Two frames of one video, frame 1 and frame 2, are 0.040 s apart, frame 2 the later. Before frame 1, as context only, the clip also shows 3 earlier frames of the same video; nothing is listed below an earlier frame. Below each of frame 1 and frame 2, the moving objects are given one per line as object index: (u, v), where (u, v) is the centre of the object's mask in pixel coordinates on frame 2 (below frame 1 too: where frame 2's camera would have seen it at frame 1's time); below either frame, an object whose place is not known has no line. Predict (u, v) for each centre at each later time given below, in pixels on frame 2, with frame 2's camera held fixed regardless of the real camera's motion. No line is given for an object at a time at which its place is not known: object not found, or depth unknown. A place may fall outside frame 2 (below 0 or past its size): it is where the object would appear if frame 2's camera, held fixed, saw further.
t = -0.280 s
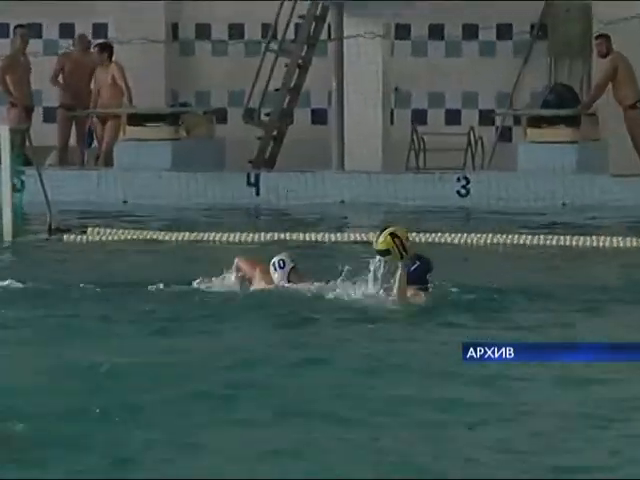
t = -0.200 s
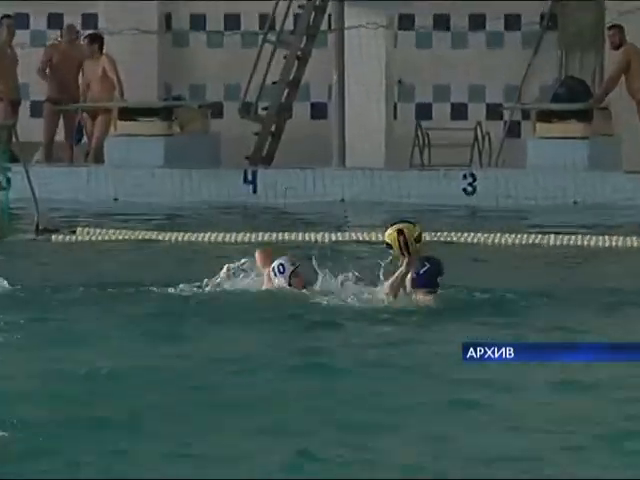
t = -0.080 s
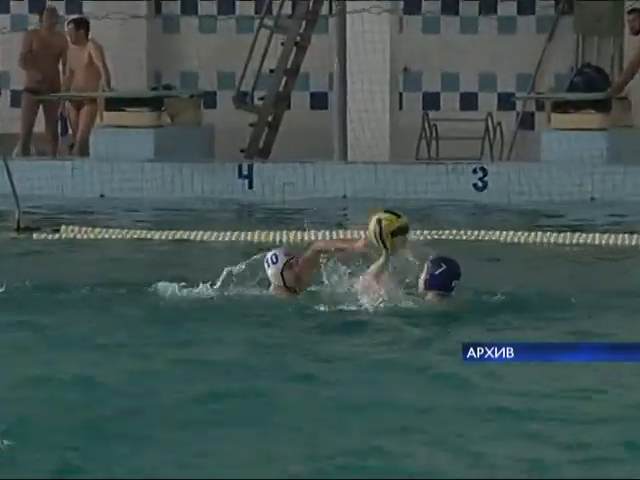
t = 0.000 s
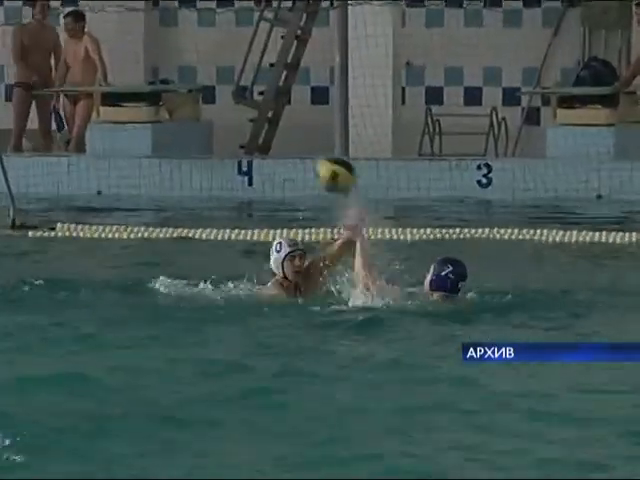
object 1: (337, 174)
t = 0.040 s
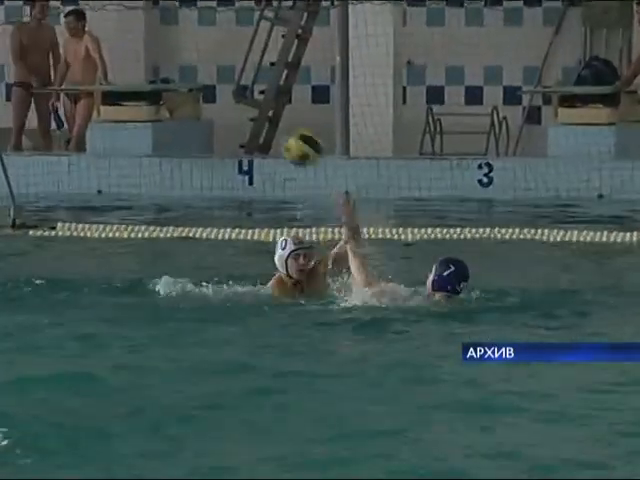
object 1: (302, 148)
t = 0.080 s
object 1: (267, 122)
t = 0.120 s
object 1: (236, 103)
